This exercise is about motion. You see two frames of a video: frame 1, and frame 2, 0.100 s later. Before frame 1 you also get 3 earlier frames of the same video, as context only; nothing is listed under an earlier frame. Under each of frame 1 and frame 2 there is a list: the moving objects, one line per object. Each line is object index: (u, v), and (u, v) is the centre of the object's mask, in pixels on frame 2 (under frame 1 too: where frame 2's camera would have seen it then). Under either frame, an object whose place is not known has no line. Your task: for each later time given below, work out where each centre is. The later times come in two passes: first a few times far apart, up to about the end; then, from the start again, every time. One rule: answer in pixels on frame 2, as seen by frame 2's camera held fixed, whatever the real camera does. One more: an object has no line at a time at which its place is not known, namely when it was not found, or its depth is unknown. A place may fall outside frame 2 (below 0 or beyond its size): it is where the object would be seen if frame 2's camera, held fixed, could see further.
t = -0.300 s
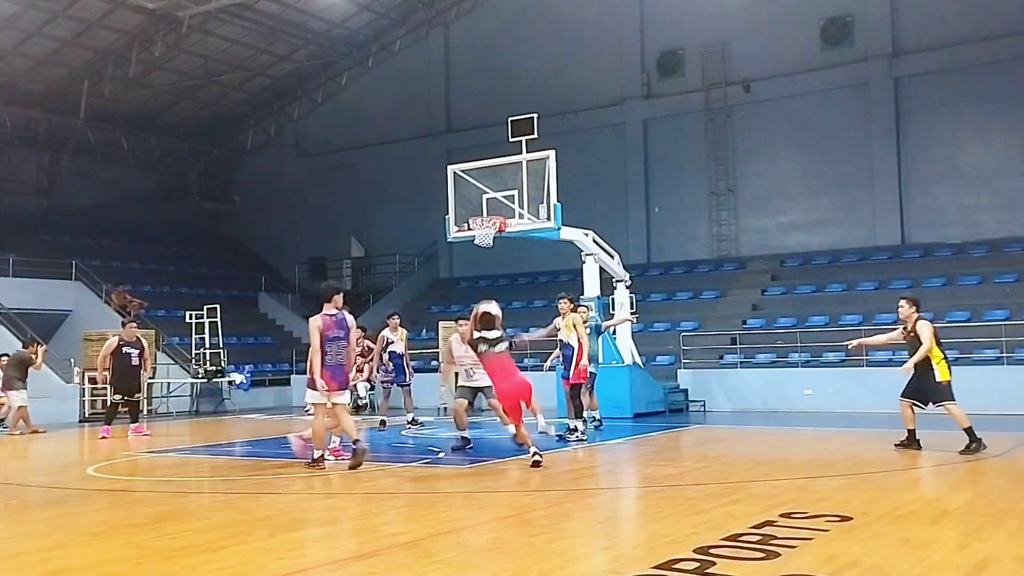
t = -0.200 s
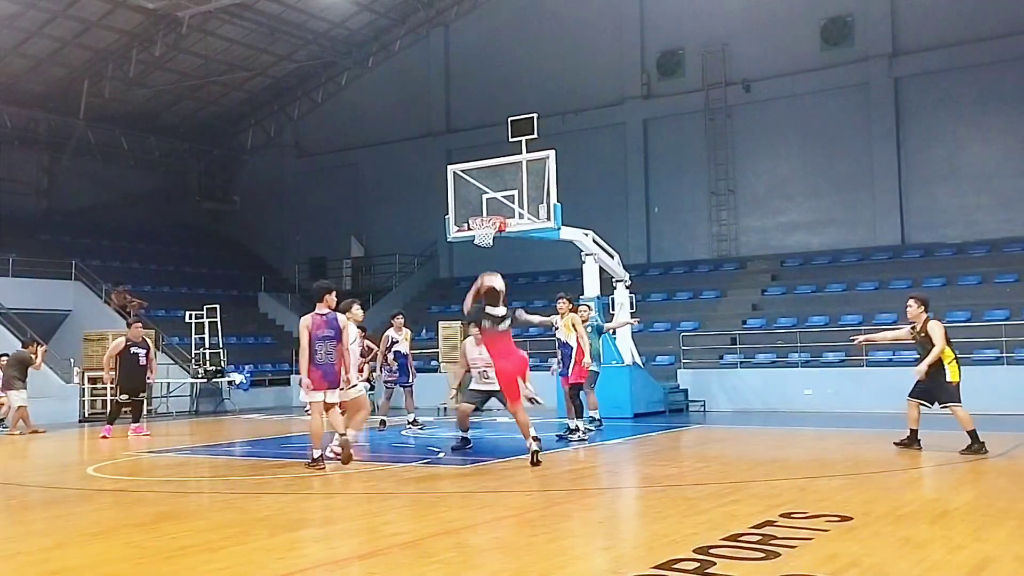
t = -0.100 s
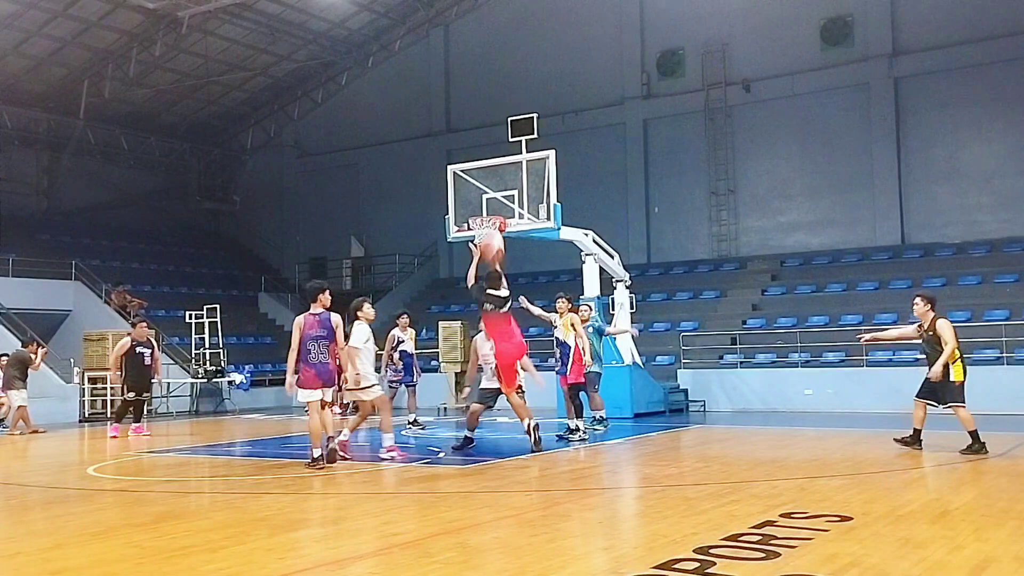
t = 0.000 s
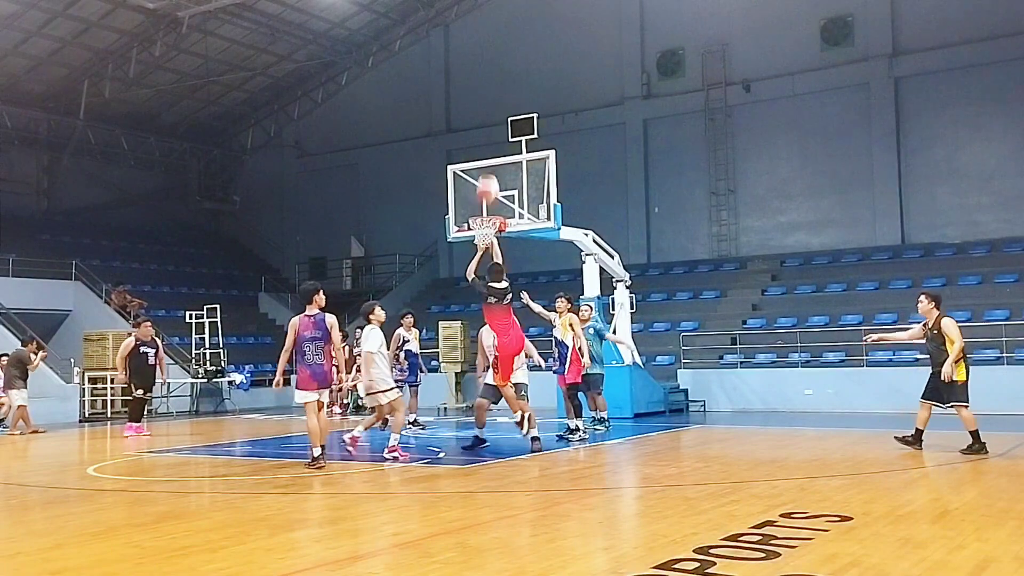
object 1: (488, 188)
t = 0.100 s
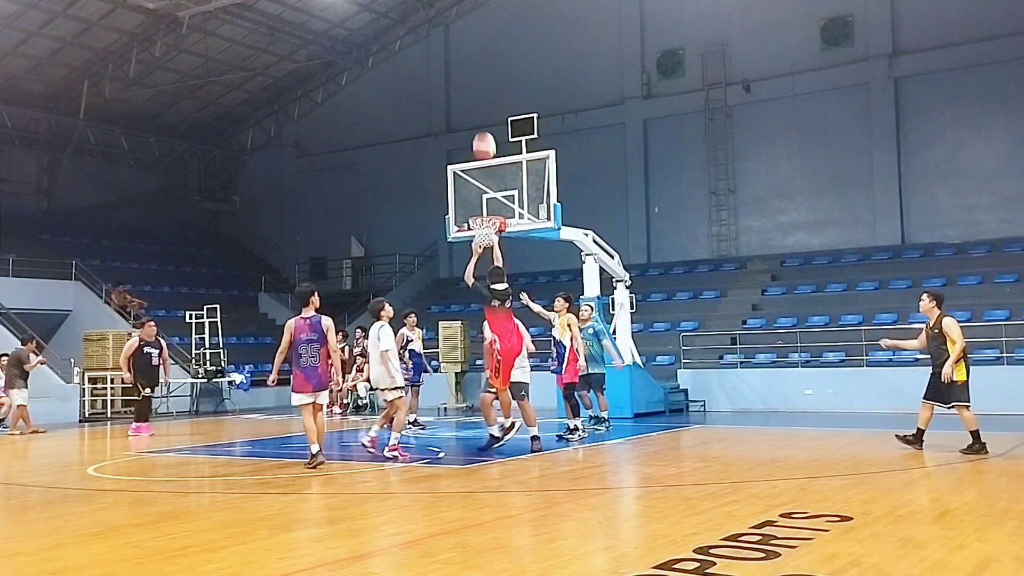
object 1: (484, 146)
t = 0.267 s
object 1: (479, 99)
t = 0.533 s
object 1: (473, 81)
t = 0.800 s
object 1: (469, 116)
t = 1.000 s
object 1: (467, 171)
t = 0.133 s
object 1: (483, 135)
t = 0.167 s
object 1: (482, 125)
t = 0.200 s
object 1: (481, 115)
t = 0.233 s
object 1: (480, 107)
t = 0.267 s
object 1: (479, 99)
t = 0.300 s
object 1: (478, 94)
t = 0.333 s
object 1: (477, 89)
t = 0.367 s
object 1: (477, 86)
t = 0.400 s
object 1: (475, 83)
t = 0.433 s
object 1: (475, 81)
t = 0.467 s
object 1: (474, 80)
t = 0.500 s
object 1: (473, 80)
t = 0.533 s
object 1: (473, 81)
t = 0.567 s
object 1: (472, 83)
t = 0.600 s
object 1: (472, 85)
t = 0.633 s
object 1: (471, 88)
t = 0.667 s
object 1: (470, 92)
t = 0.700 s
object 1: (470, 97)
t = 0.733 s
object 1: (470, 103)
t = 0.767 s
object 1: (469, 109)
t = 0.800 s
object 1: (469, 116)
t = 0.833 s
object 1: (469, 124)
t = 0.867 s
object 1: (468, 132)
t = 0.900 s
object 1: (468, 141)
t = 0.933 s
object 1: (468, 150)
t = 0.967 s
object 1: (467, 159)
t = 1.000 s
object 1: (467, 171)
